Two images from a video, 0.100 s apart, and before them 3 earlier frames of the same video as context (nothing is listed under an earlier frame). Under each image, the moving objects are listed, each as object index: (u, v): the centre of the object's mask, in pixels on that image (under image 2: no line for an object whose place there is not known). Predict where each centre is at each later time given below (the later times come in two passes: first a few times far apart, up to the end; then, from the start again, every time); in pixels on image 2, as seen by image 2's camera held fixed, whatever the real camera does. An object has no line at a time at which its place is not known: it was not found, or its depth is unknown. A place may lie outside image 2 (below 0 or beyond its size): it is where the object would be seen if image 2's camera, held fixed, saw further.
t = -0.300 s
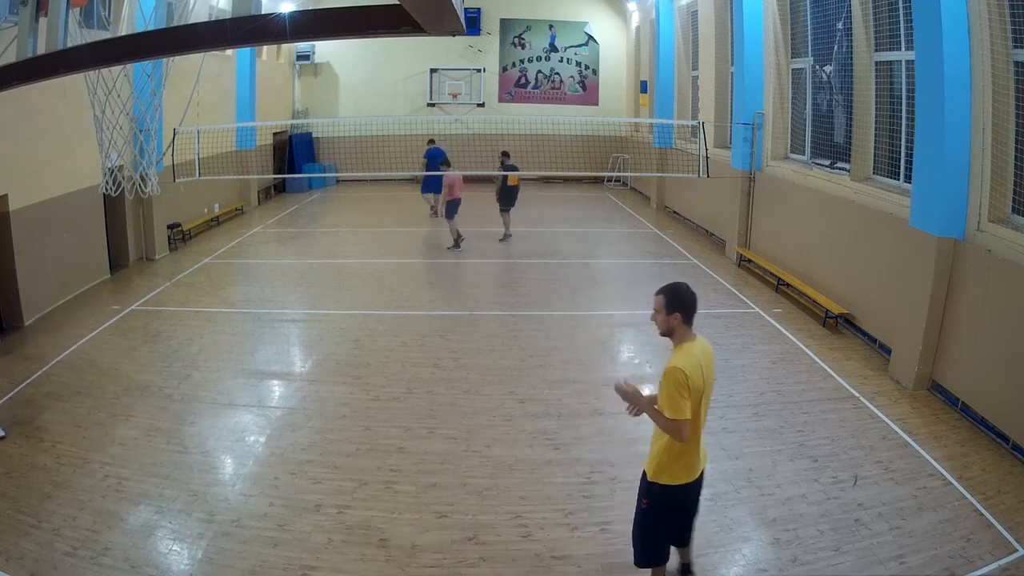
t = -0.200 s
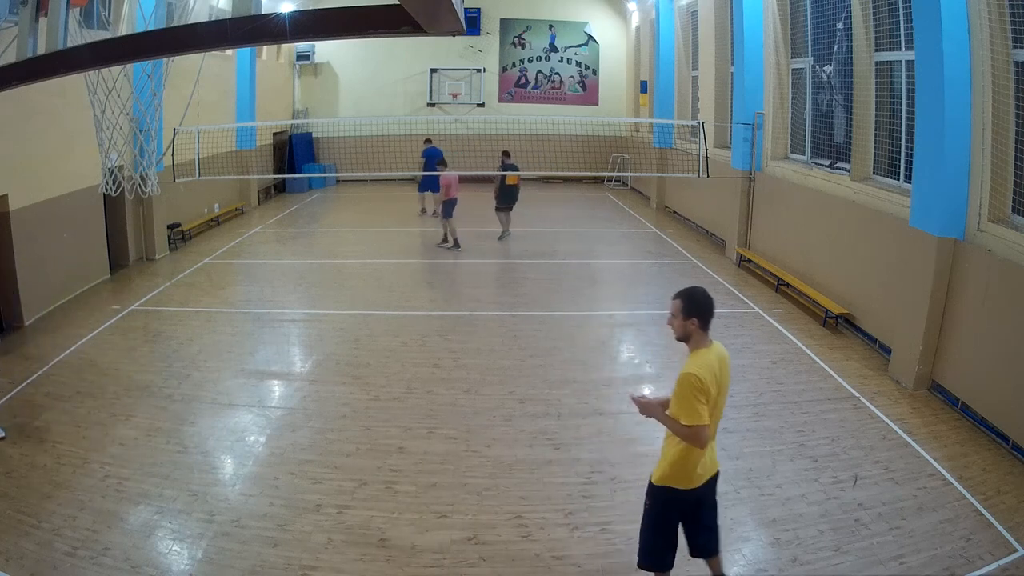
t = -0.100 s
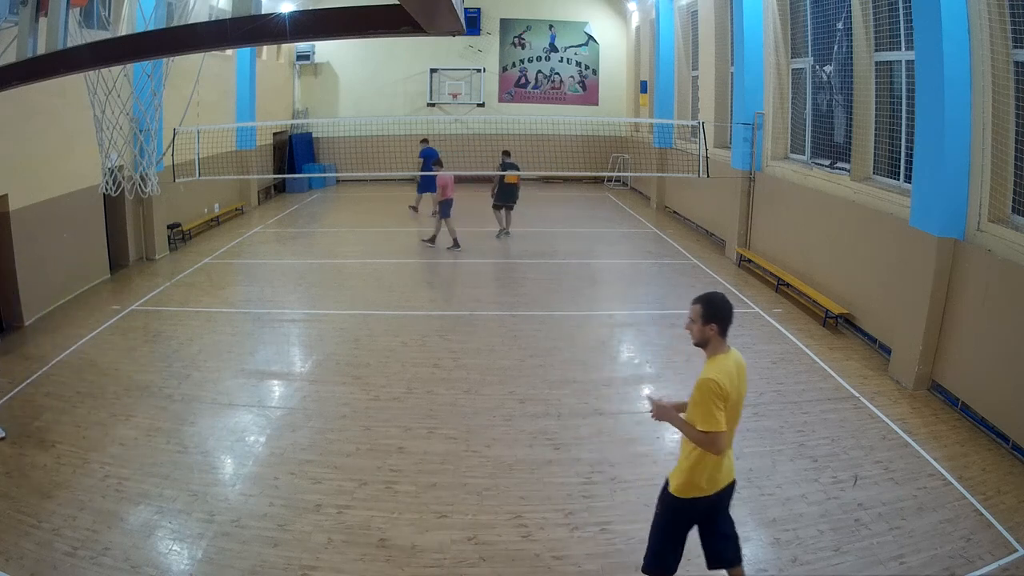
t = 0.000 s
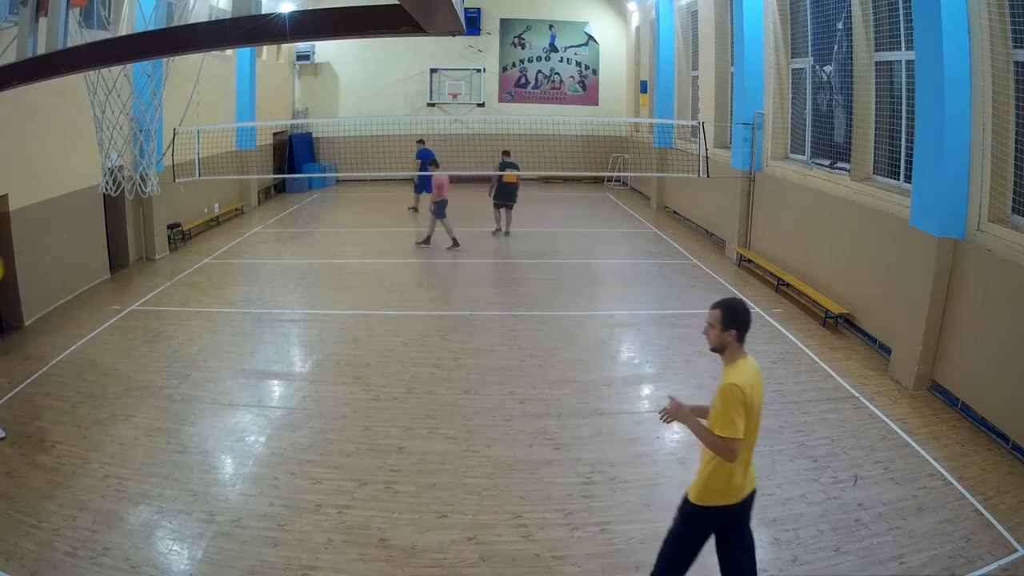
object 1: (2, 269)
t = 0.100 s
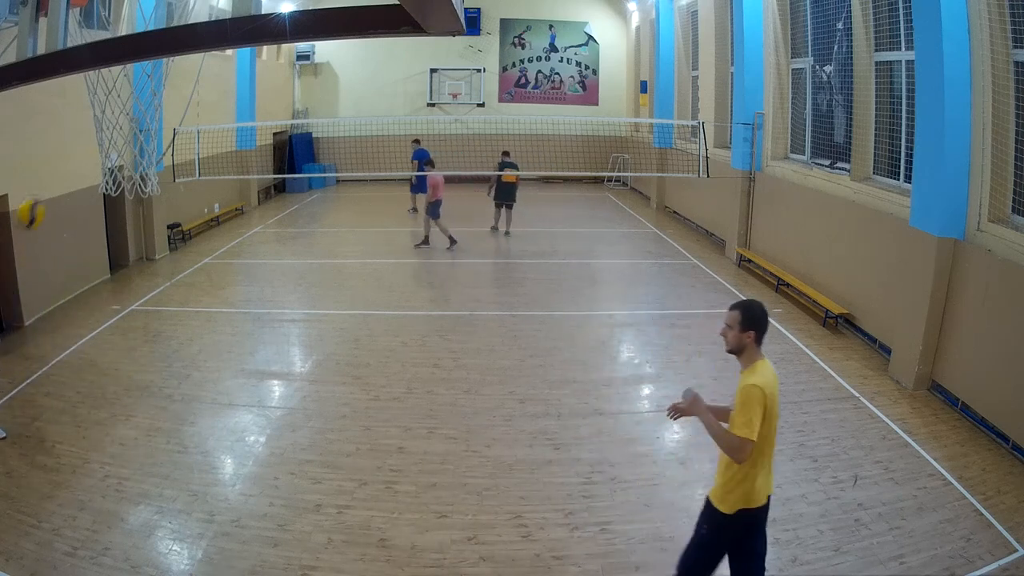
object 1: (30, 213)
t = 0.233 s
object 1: (109, 141)
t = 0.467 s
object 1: (348, 61)
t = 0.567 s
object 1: (494, 63)
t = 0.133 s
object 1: (47, 193)
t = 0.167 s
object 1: (67, 174)
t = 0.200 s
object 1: (85, 159)
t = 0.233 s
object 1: (109, 141)
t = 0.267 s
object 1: (134, 123)
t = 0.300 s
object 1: (161, 107)
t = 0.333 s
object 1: (190, 94)
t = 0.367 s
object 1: (223, 81)
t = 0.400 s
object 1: (266, 70)
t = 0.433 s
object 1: (302, 65)
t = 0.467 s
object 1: (348, 61)
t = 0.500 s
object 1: (396, 59)
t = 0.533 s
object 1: (442, 59)
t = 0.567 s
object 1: (494, 63)
